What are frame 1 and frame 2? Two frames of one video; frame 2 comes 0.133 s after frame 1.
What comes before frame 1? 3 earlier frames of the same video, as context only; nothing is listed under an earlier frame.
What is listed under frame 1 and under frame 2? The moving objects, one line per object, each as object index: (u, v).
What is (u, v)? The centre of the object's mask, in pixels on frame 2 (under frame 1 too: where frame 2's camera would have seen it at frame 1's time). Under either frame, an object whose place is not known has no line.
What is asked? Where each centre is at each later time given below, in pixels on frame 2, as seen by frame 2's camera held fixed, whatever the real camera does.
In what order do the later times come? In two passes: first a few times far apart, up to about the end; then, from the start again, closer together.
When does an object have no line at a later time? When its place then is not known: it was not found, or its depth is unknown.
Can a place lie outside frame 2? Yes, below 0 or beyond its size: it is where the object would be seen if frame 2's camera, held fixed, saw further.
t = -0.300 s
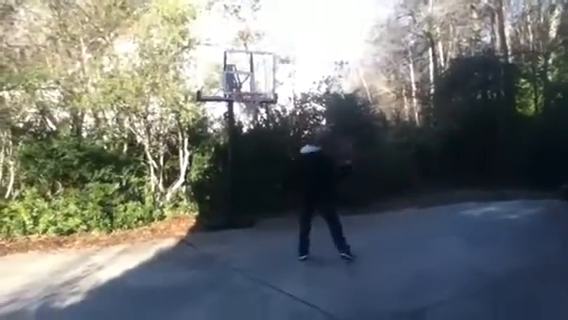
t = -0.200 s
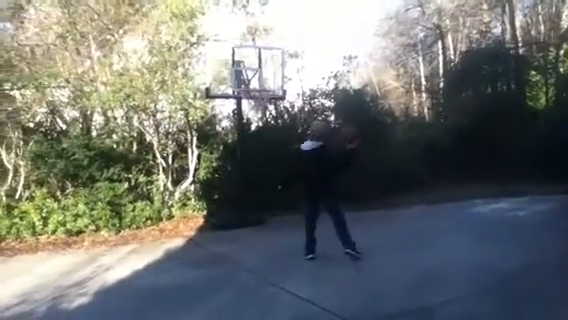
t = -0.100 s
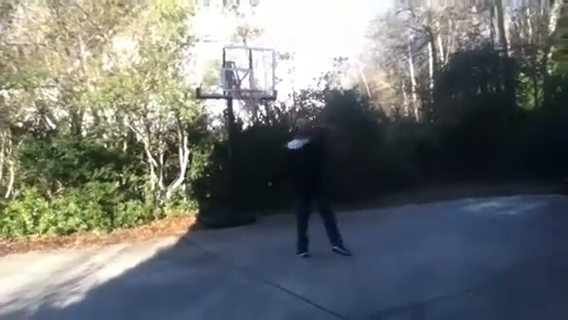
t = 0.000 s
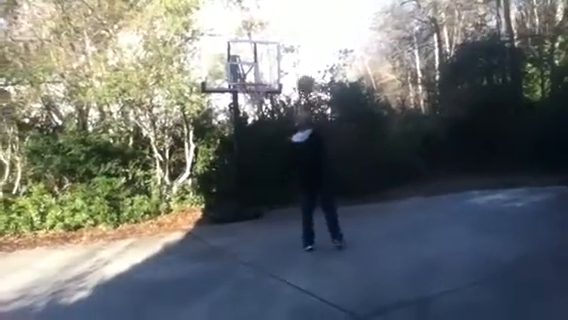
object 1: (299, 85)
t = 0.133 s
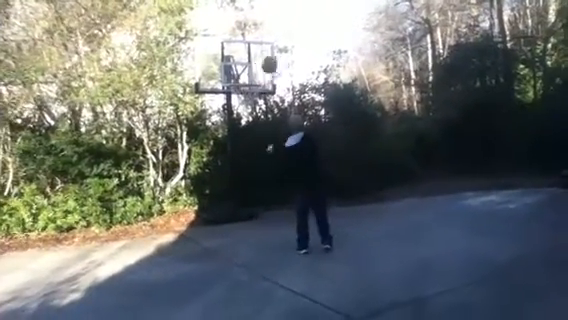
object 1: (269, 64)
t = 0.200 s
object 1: (256, 60)
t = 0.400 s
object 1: (241, 63)
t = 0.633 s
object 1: (255, 94)
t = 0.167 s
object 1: (263, 62)
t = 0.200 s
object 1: (256, 60)
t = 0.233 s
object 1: (250, 59)
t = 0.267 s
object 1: (244, 59)
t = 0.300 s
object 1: (239, 59)
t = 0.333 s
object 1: (237, 59)
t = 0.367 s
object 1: (240, 61)
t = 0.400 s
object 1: (241, 63)
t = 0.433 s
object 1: (244, 66)
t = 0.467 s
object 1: (245, 70)
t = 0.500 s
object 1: (248, 74)
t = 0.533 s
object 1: (250, 79)
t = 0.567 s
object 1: (253, 82)
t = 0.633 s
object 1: (255, 94)
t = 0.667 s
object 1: (260, 99)
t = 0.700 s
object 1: (261, 104)
